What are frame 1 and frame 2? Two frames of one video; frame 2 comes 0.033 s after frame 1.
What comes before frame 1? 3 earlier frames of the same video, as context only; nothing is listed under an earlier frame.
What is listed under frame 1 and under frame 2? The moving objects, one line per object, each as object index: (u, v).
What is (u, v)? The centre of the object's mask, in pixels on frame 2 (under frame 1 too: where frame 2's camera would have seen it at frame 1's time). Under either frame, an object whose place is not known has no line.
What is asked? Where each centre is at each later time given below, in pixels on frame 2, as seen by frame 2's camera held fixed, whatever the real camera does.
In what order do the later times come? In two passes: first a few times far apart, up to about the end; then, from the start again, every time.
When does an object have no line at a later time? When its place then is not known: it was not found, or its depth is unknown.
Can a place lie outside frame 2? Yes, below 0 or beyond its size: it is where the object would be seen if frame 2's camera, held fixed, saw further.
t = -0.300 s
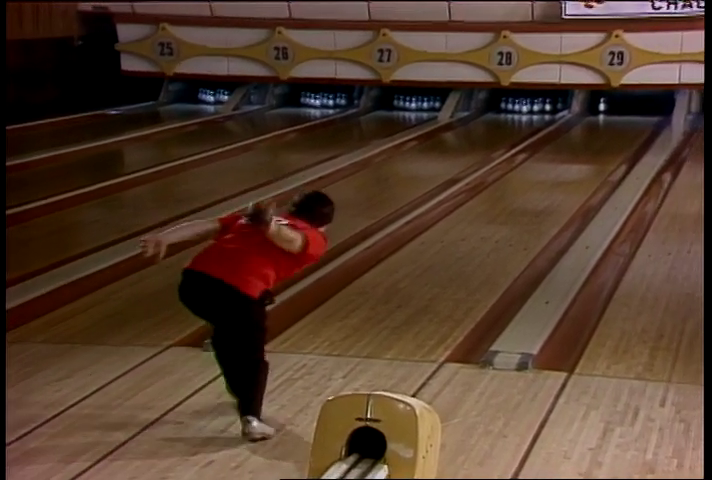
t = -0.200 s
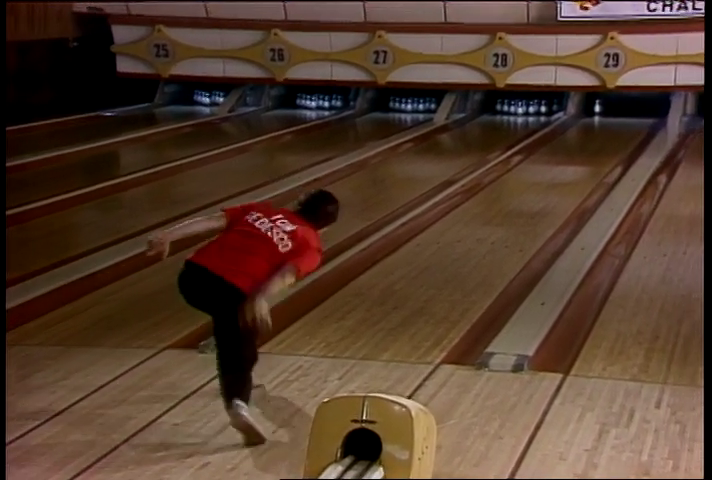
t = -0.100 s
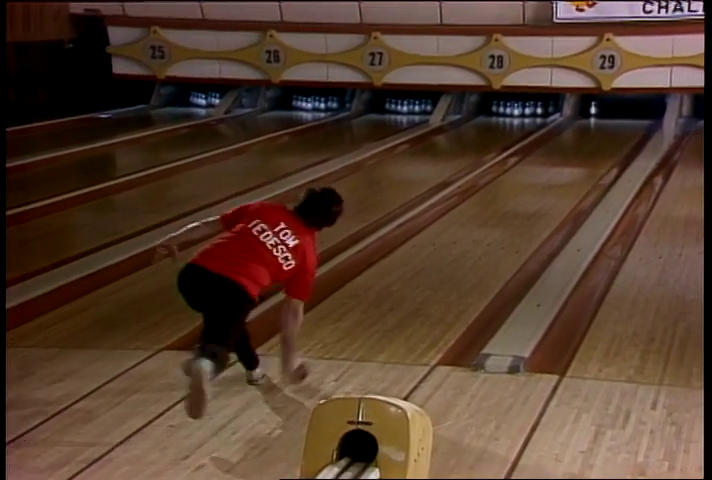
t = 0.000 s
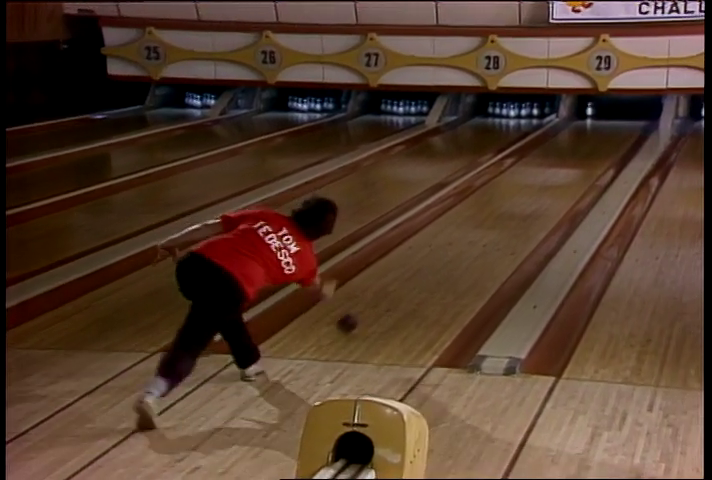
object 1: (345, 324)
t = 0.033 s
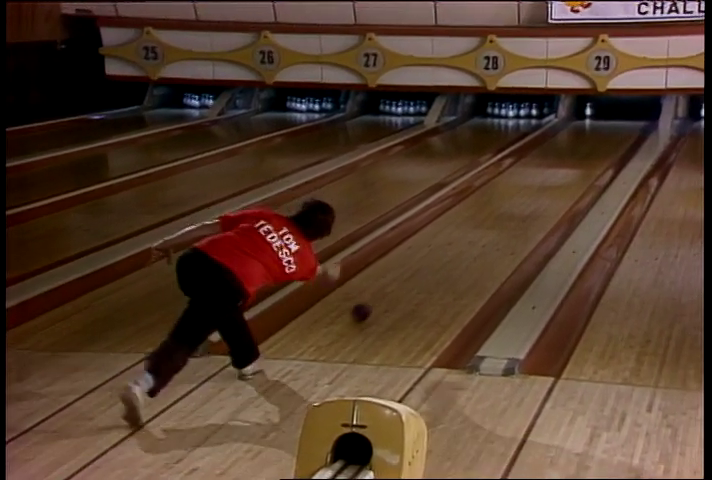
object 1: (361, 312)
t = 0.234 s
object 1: (430, 249)
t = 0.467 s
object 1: (483, 202)
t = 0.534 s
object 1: (494, 191)
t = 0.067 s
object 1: (374, 298)
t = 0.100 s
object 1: (387, 287)
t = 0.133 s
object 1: (398, 277)
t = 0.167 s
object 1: (410, 266)
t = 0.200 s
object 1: (420, 257)
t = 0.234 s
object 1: (430, 249)
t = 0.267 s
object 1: (439, 241)
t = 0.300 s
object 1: (447, 233)
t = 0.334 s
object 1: (455, 226)
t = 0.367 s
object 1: (462, 219)
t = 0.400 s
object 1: (469, 213)
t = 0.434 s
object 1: (476, 208)
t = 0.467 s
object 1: (483, 202)
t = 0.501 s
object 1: (489, 196)
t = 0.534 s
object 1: (494, 191)
